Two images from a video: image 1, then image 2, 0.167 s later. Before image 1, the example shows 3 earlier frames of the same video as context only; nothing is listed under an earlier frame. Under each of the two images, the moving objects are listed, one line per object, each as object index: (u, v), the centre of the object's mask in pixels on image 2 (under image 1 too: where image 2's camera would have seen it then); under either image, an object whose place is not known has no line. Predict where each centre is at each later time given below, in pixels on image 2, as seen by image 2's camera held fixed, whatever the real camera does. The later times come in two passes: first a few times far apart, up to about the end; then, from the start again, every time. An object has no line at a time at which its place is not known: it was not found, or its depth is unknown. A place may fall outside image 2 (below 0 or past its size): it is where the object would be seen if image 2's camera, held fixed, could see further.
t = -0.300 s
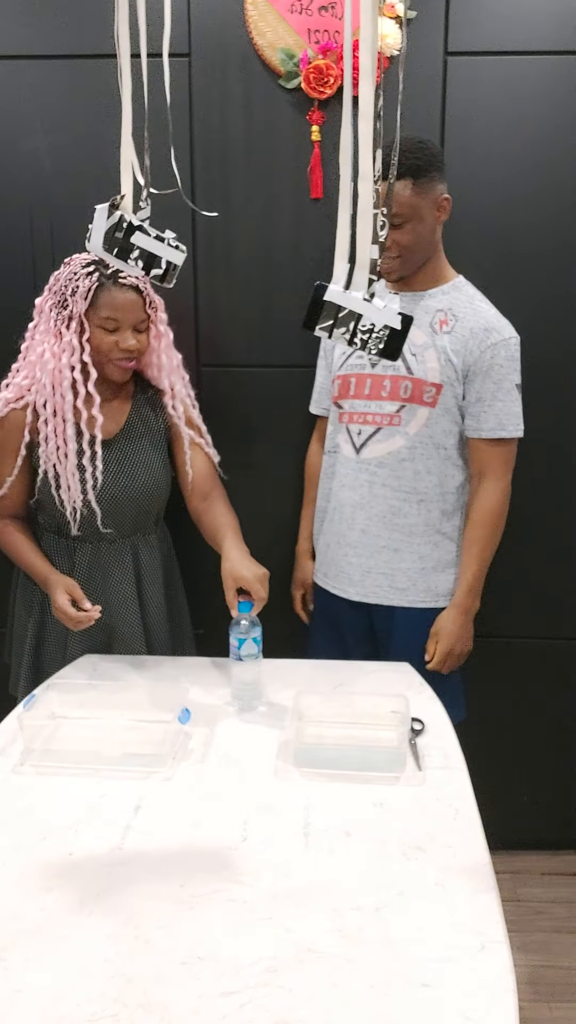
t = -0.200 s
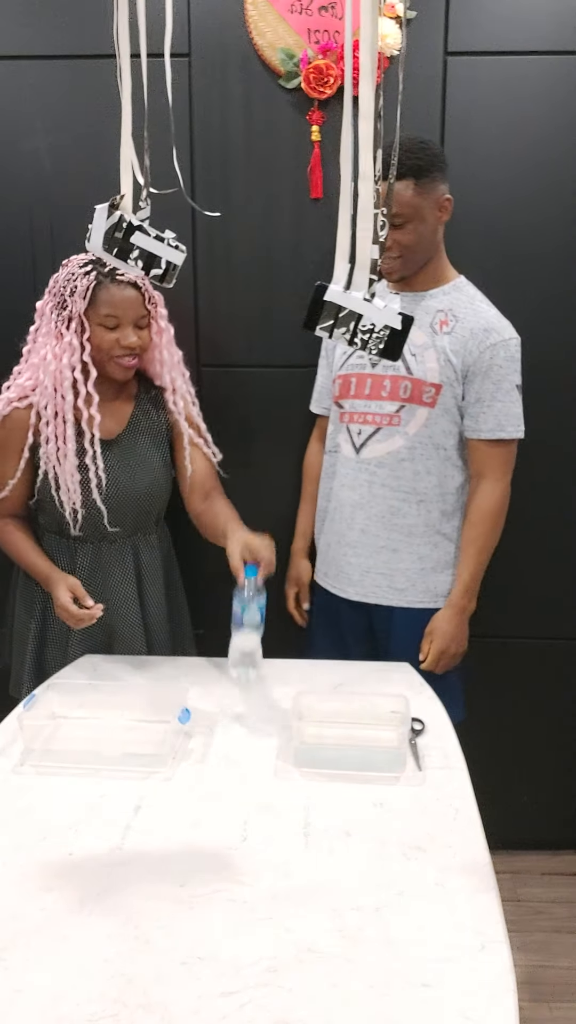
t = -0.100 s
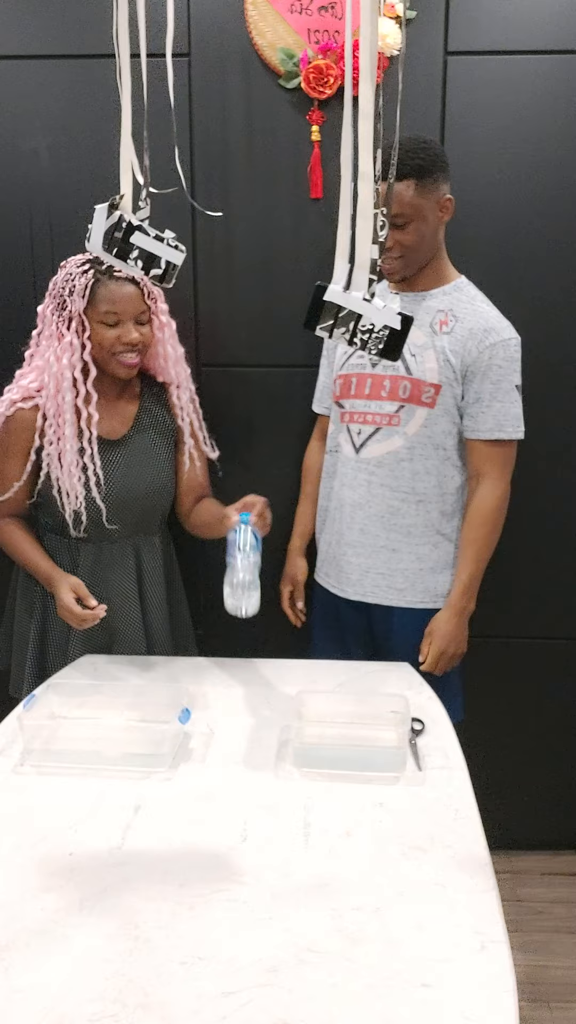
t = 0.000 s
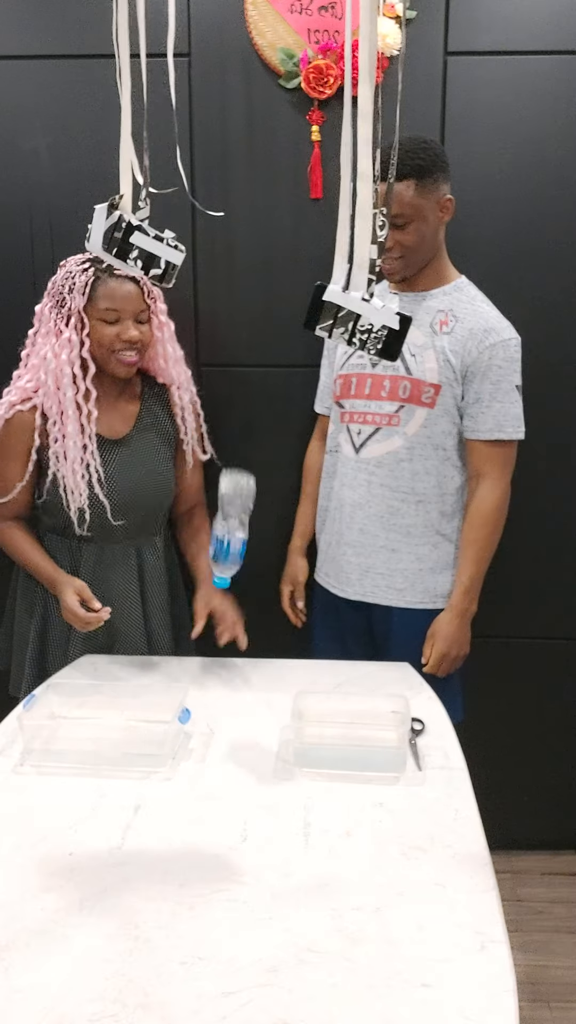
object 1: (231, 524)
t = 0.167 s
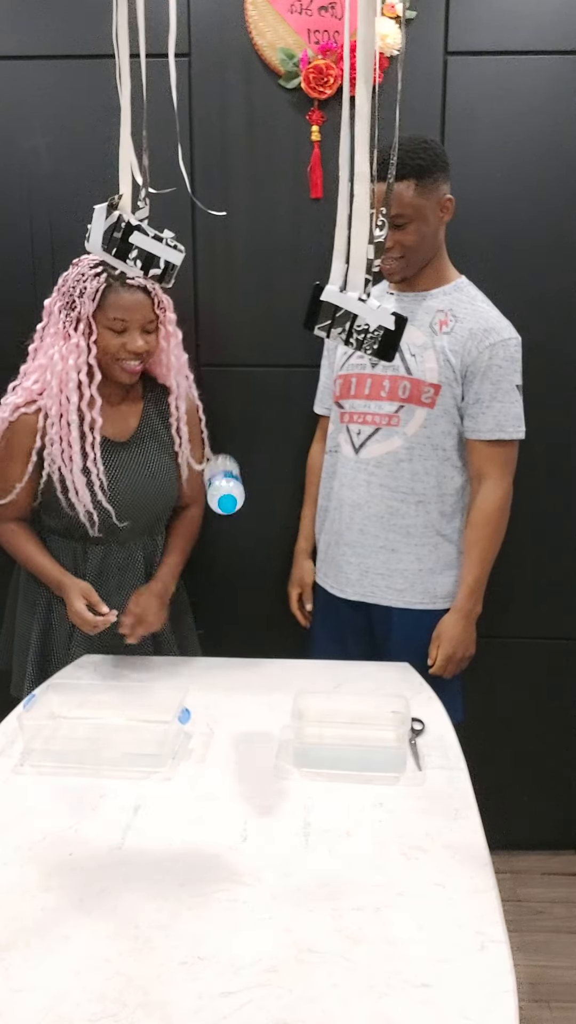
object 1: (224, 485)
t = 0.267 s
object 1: (217, 541)
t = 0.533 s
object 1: (221, 706)
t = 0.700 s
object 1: (219, 712)
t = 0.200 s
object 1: (221, 497)
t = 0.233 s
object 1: (219, 517)
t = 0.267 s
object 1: (217, 541)
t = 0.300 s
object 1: (215, 571)
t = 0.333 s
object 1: (213, 605)
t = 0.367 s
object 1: (212, 637)
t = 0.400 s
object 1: (211, 670)
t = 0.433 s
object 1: (211, 674)
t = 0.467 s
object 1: (213, 678)
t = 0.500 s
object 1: (216, 689)
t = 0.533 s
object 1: (221, 706)
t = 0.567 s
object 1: (219, 709)
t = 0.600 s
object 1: (221, 711)
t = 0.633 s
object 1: (220, 712)
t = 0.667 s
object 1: (219, 712)
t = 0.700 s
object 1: (219, 712)
